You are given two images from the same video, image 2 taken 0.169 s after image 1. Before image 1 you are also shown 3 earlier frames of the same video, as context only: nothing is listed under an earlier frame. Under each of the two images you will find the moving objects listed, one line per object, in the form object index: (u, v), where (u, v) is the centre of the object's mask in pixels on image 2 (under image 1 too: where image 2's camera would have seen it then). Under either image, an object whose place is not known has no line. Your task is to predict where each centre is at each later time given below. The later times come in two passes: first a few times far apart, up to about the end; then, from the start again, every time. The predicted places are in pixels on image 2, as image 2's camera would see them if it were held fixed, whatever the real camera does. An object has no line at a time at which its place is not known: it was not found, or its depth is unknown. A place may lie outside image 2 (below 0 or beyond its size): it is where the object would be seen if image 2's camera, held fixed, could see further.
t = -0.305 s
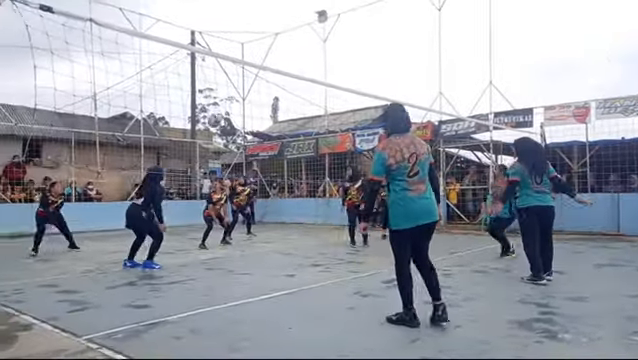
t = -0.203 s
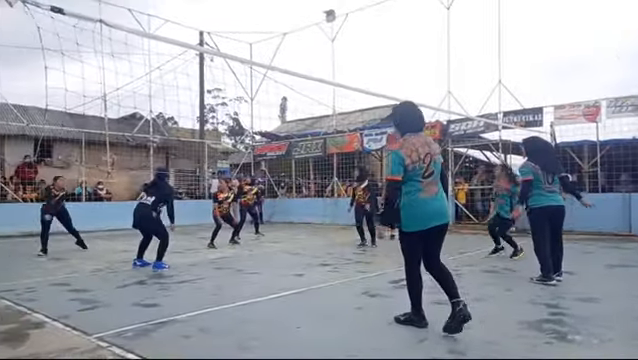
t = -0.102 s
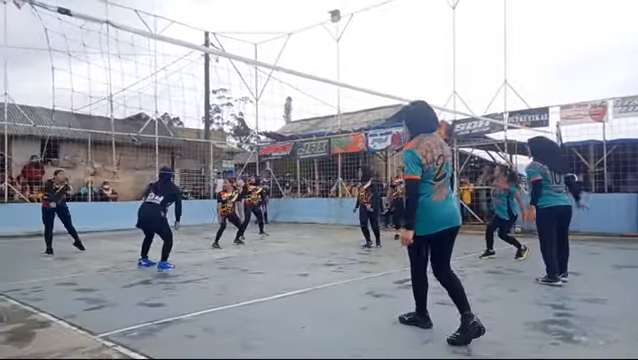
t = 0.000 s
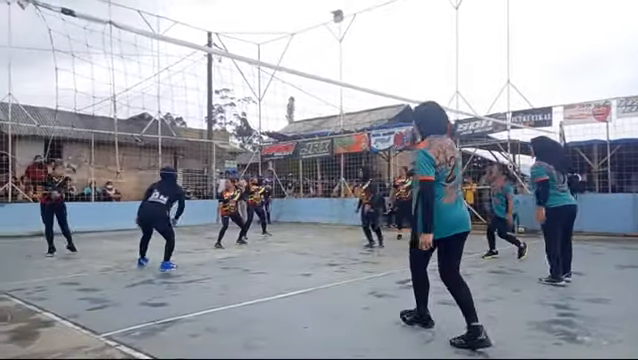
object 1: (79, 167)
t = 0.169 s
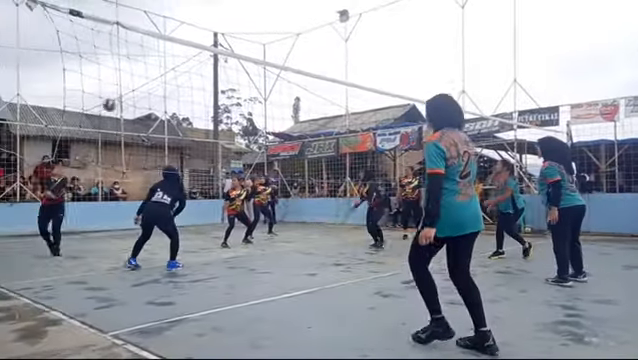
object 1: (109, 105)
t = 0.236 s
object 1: (121, 84)
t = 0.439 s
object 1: (156, 41)
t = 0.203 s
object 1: (114, 94)
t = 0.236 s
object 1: (121, 84)
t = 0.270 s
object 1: (126, 74)
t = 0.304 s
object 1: (133, 66)
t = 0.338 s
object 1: (139, 57)
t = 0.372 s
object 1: (145, 50)
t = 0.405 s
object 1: (151, 43)
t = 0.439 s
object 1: (156, 41)
